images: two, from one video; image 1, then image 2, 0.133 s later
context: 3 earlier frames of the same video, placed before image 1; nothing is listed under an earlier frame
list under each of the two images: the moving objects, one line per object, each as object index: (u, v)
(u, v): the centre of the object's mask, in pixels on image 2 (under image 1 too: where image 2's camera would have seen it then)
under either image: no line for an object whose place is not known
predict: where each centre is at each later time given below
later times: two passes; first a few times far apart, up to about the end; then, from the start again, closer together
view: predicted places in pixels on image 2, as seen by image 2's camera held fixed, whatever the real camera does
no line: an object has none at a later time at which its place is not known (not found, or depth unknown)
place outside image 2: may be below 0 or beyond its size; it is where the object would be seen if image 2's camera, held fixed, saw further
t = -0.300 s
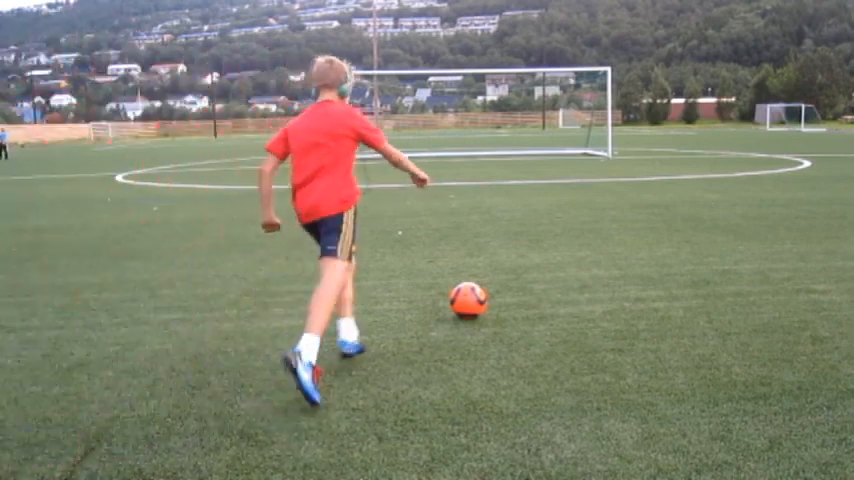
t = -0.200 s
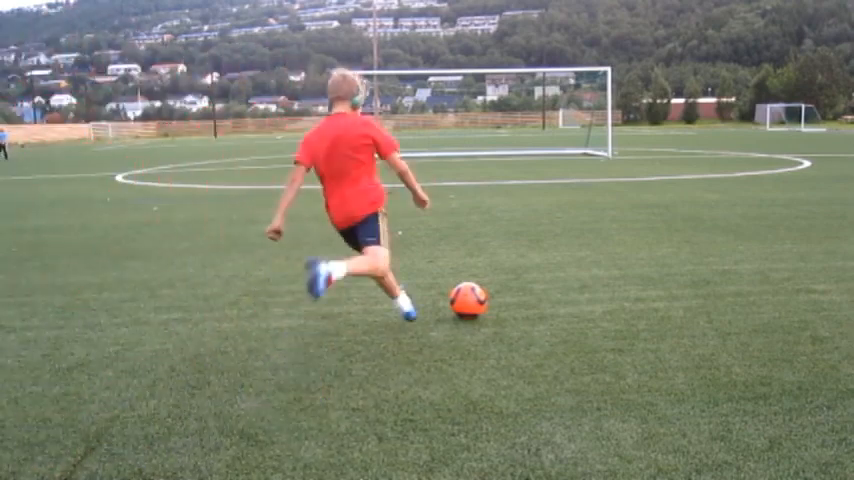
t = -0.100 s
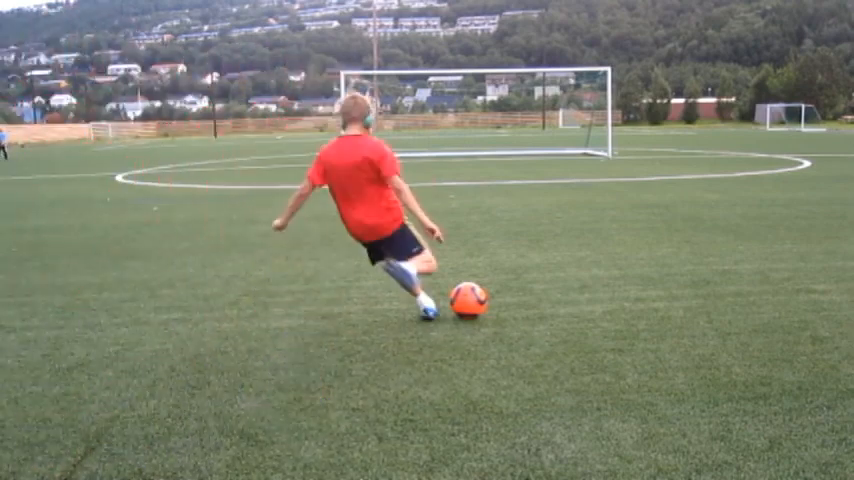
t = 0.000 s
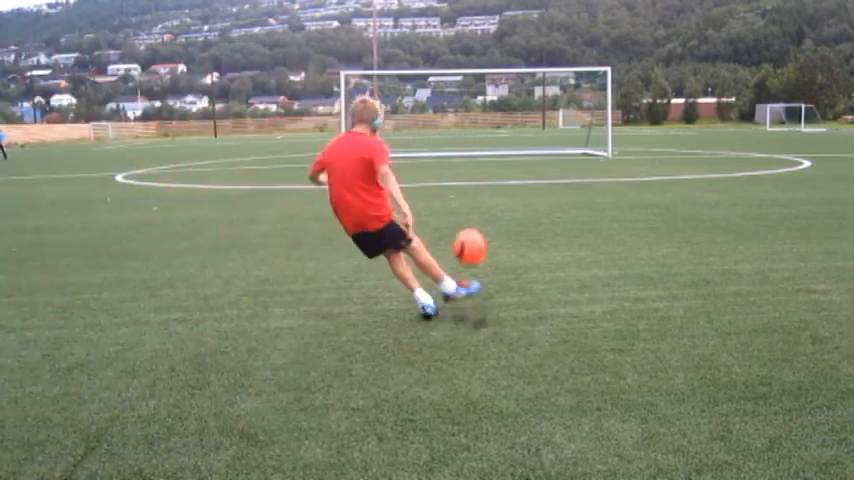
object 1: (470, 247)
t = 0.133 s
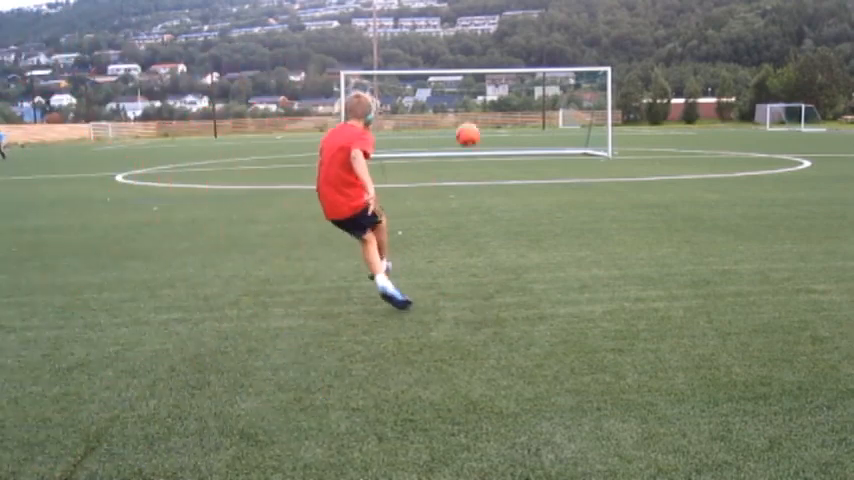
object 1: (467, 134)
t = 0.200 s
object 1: (466, 104)
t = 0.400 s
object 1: (460, 58)
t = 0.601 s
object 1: (458, 50)
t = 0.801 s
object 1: (456, 57)
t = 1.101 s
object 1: (455, 84)
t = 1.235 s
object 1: (455, 100)
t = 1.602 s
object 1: (449, 147)
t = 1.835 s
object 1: (449, 142)
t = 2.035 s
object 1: (450, 148)
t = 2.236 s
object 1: (449, 148)
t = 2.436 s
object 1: (449, 153)
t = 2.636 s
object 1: (449, 153)
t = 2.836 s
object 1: (450, 153)
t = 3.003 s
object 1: (450, 153)
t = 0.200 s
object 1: (466, 104)
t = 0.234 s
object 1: (464, 92)
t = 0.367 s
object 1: (460, 62)
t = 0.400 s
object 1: (460, 58)
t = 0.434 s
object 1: (459, 55)
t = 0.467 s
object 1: (459, 53)
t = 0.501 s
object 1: (458, 51)
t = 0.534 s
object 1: (458, 51)
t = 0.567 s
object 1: (458, 50)
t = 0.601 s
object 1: (458, 50)
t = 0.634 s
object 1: (458, 50)
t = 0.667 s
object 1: (457, 51)
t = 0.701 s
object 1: (457, 52)
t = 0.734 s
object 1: (457, 53)
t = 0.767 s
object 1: (457, 55)
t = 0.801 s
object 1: (456, 57)
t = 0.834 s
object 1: (457, 59)
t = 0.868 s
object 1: (456, 62)
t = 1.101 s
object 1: (455, 84)
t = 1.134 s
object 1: (454, 88)
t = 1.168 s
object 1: (455, 92)
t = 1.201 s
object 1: (455, 96)
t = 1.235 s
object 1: (455, 100)
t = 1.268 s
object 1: (454, 103)
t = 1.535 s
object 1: (450, 136)
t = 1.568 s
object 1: (450, 141)
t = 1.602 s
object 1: (449, 147)
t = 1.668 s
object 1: (448, 149)
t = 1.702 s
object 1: (449, 148)
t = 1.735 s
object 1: (449, 146)
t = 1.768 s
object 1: (449, 144)
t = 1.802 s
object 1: (449, 143)
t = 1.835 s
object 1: (449, 142)
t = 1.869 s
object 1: (449, 142)
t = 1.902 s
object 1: (449, 142)
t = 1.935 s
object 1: (449, 143)
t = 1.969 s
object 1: (449, 144)
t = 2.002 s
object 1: (450, 146)
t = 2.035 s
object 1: (450, 148)
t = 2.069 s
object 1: (449, 152)
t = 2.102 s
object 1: (449, 152)
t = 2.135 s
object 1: (449, 152)
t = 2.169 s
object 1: (449, 149)
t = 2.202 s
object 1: (449, 148)
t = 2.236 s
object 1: (449, 148)
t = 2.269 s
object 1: (449, 148)
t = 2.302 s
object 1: (449, 148)
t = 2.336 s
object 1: (449, 149)
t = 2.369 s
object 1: (449, 151)
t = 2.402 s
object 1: (449, 152)
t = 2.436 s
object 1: (449, 153)
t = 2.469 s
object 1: (449, 152)
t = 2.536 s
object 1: (449, 152)
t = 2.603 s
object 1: (449, 152)
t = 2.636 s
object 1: (449, 153)
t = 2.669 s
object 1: (449, 153)
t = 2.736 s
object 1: (449, 153)
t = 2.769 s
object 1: (449, 153)
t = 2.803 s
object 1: (449, 153)
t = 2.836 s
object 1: (450, 153)
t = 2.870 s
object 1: (450, 153)
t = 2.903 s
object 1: (450, 153)
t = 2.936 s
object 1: (450, 153)
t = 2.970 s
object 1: (450, 153)
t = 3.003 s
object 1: (450, 153)
